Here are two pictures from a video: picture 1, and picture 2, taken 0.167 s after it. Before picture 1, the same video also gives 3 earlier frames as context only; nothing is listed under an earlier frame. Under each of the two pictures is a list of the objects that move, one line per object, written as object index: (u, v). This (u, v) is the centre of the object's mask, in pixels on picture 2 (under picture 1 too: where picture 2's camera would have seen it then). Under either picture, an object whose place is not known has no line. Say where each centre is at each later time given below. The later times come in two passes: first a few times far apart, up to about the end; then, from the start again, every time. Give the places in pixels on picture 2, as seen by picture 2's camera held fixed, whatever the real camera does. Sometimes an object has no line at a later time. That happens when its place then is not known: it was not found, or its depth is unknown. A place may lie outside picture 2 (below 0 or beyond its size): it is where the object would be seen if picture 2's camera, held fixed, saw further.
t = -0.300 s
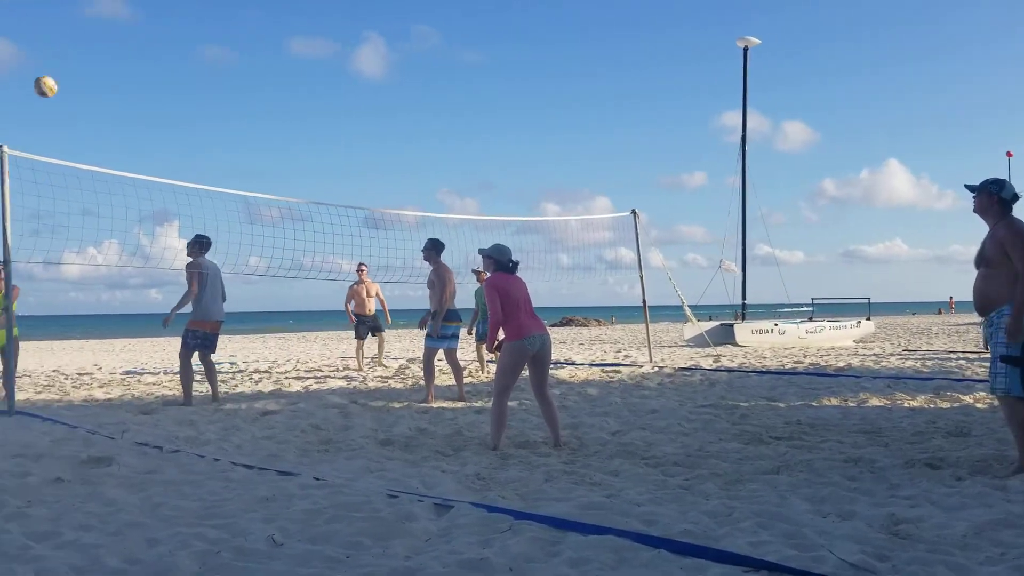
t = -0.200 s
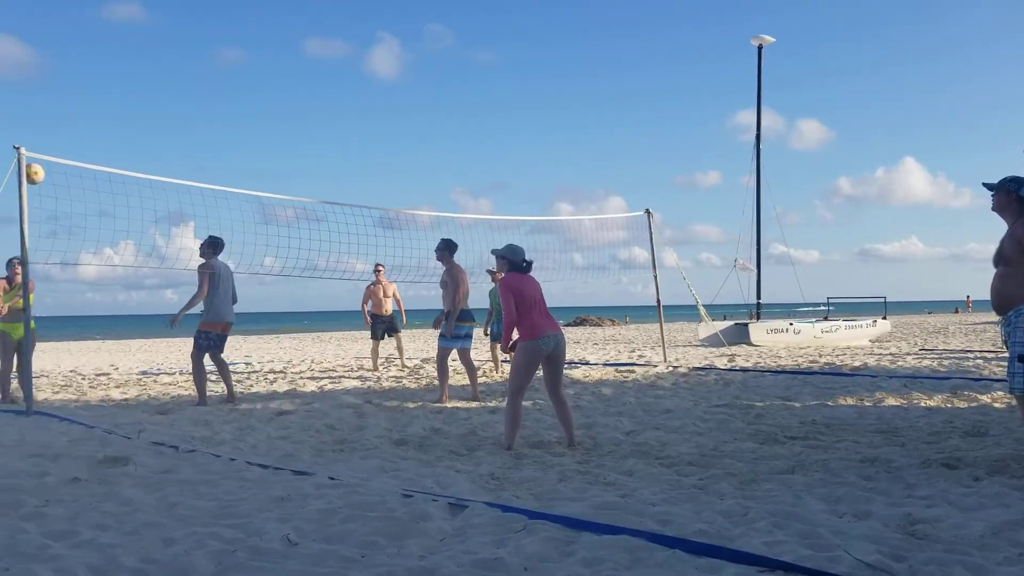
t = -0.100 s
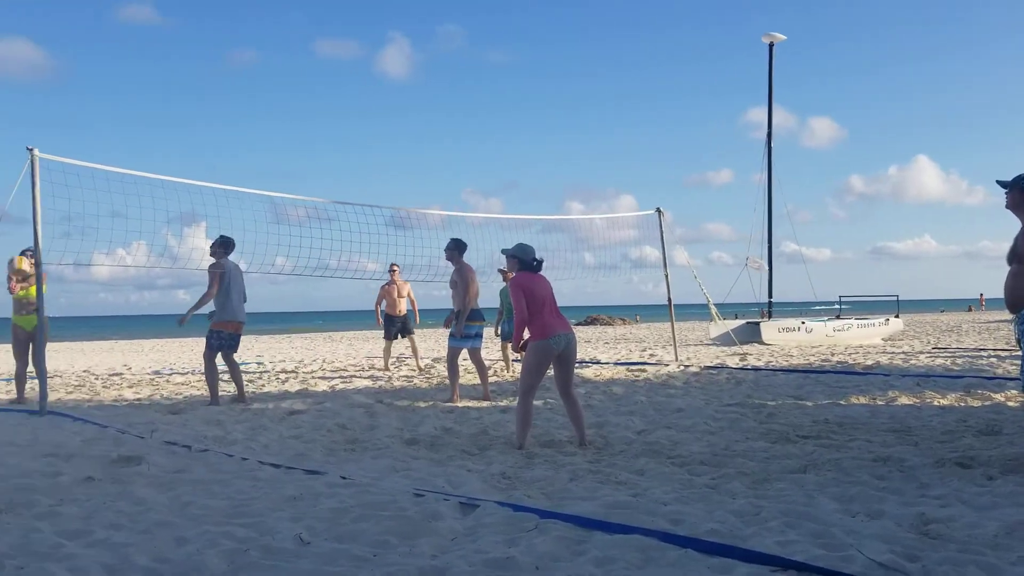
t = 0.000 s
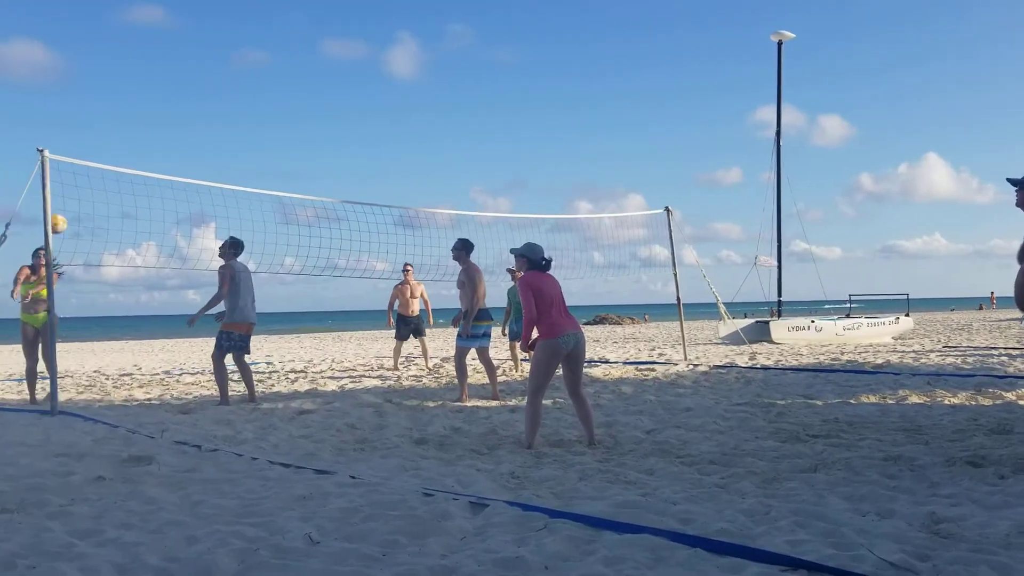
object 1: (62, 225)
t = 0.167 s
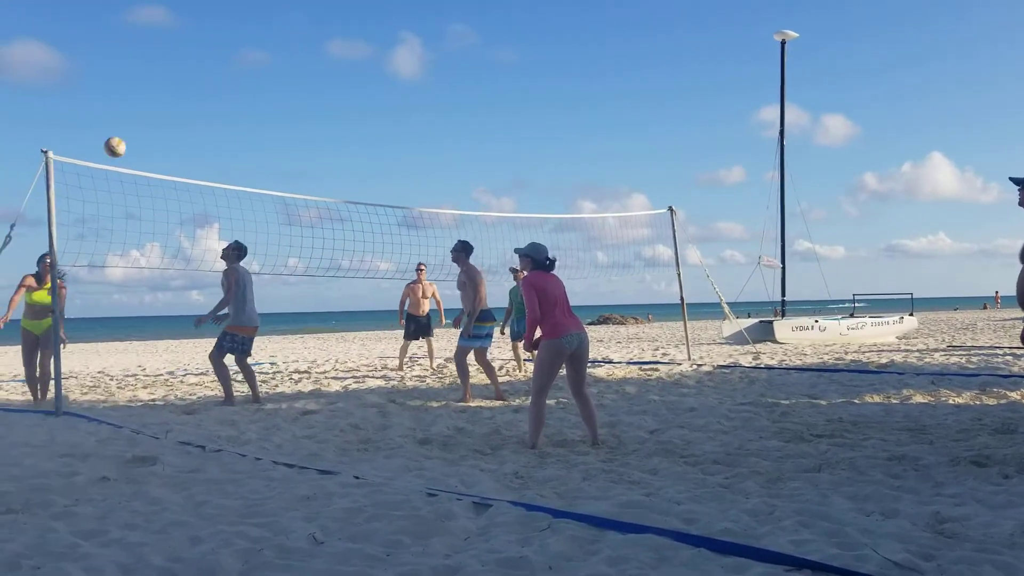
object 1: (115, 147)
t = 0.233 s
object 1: (137, 124)
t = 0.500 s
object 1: (229, 68)
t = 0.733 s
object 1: (313, 75)
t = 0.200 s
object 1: (126, 135)
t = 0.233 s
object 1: (137, 124)
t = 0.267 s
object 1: (149, 113)
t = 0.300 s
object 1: (160, 104)
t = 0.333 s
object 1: (171, 96)
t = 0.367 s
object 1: (182, 88)
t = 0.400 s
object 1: (194, 82)
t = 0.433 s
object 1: (205, 76)
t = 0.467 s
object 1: (217, 72)
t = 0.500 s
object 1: (229, 68)
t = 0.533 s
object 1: (241, 66)
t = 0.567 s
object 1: (253, 65)
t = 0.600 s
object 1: (264, 65)
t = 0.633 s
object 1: (276, 66)
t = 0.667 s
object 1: (288, 68)
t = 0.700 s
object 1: (300, 71)
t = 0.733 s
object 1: (313, 75)
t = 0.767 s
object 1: (325, 80)
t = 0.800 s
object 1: (337, 86)
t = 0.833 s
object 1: (349, 93)
